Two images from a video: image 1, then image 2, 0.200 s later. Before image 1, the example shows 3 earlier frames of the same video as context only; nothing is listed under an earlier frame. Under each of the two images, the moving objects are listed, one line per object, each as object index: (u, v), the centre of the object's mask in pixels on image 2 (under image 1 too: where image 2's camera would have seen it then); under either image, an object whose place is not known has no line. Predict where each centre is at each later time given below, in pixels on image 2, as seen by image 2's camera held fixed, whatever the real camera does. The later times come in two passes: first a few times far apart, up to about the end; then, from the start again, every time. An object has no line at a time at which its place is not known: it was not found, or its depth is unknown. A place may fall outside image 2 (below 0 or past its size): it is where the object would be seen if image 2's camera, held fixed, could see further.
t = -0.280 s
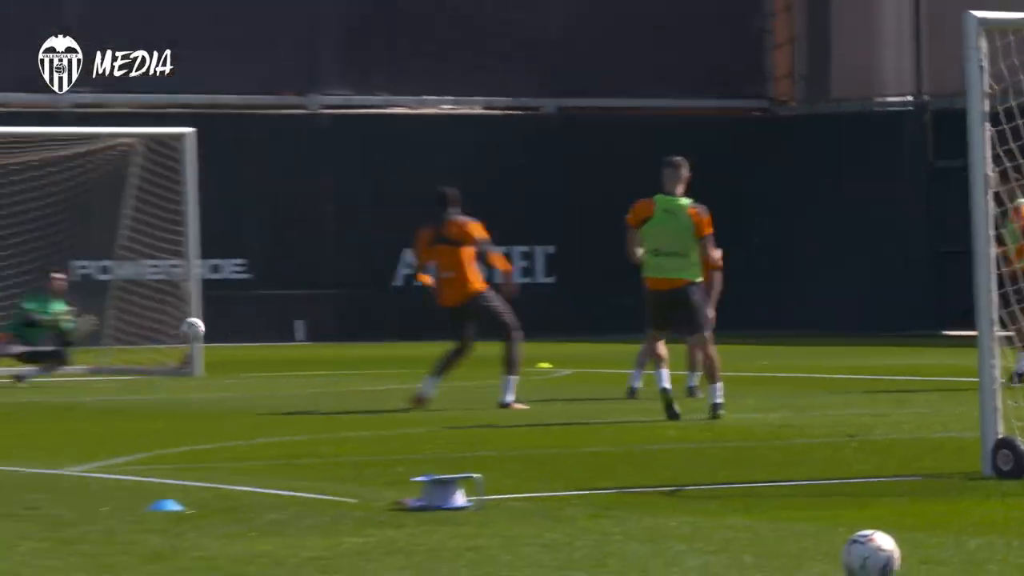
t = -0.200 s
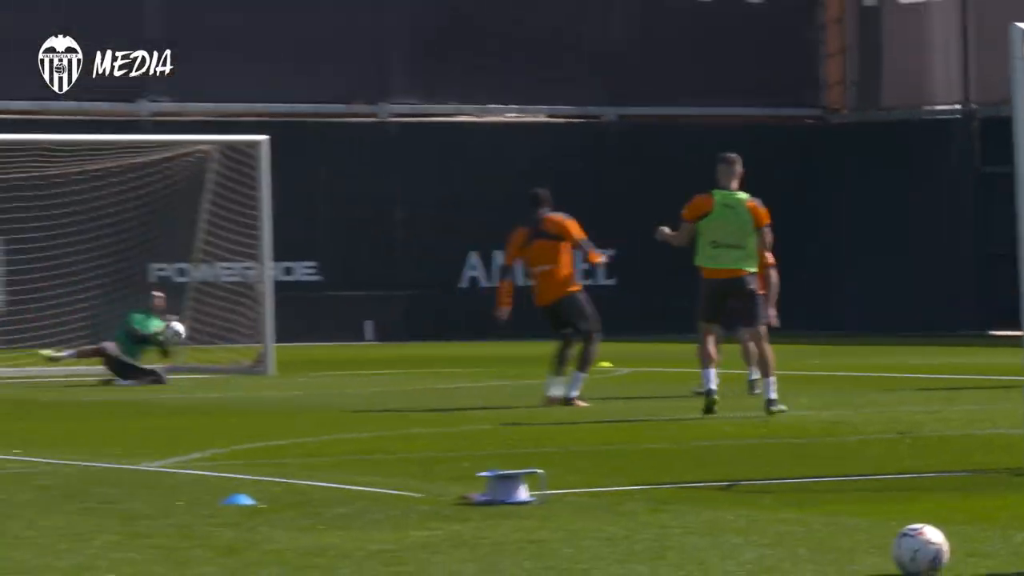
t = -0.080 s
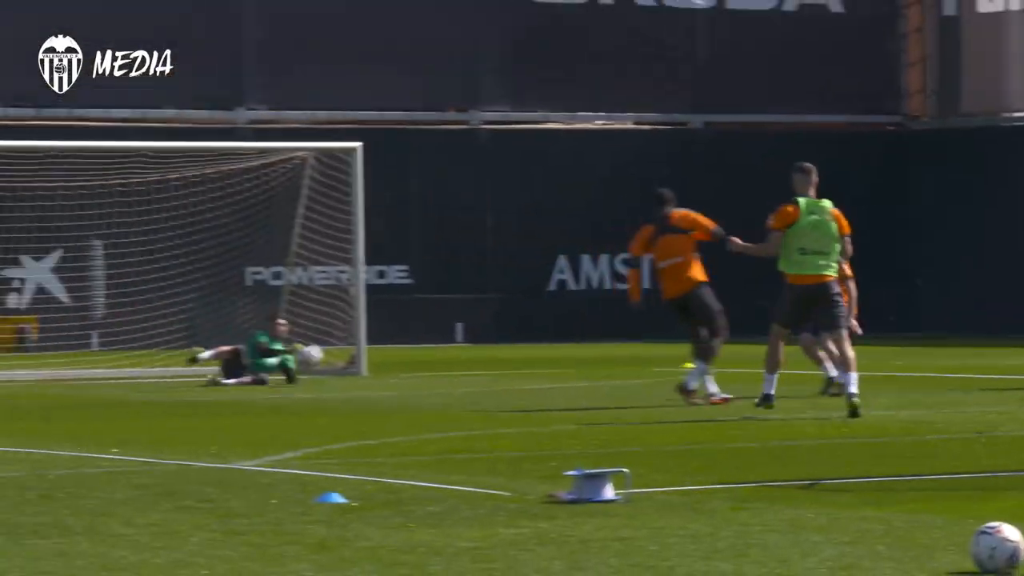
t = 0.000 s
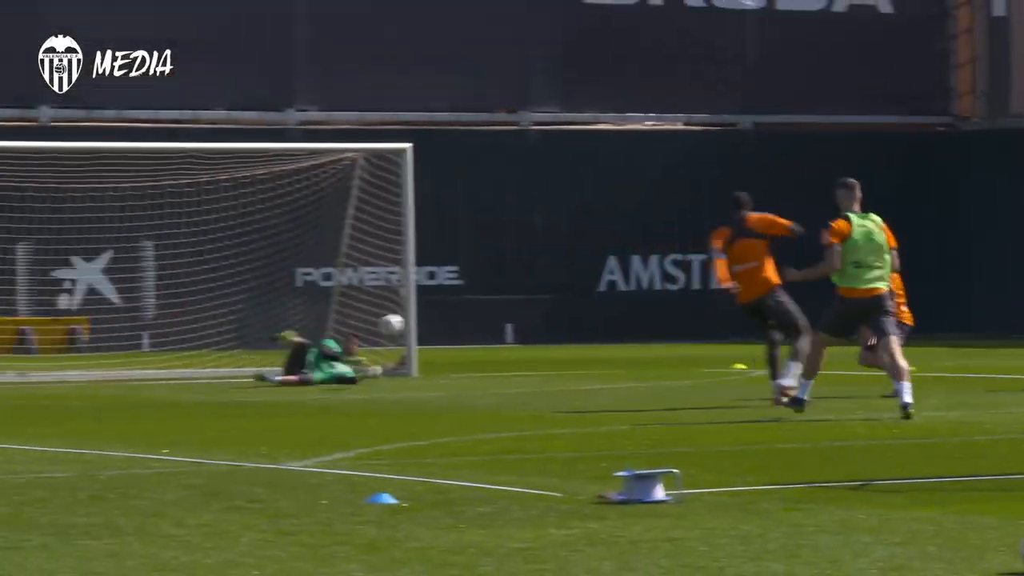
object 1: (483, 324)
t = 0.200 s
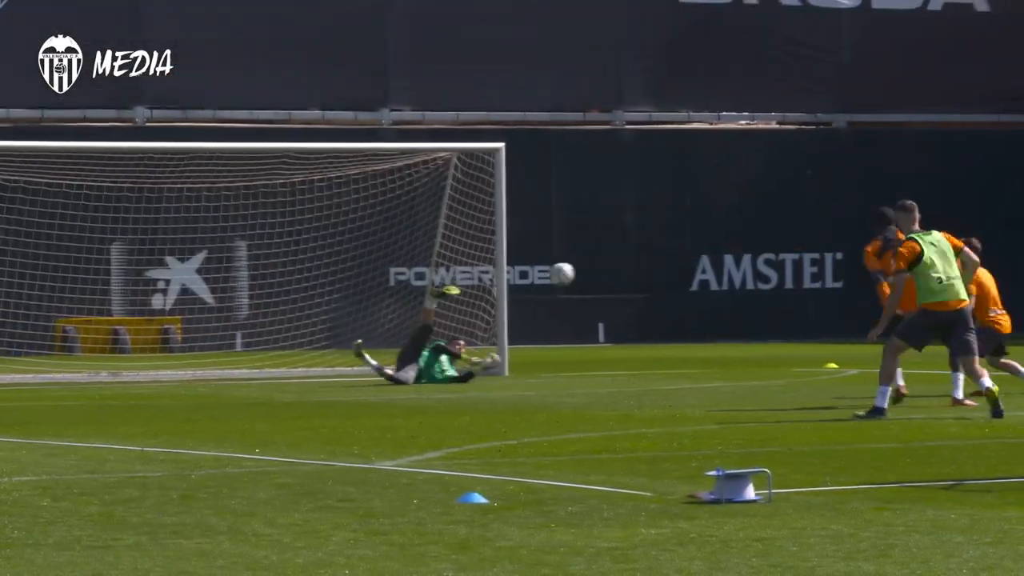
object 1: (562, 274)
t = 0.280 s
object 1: (595, 266)
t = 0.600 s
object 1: (727, 302)
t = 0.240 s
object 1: (578, 269)
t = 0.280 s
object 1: (595, 266)
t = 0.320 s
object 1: (611, 264)
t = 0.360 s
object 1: (627, 264)
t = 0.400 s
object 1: (643, 266)
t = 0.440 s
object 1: (660, 269)
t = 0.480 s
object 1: (676, 275)
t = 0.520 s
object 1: (693, 282)
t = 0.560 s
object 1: (710, 291)
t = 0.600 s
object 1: (727, 302)
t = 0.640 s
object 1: (743, 315)
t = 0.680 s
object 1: (760, 329)
